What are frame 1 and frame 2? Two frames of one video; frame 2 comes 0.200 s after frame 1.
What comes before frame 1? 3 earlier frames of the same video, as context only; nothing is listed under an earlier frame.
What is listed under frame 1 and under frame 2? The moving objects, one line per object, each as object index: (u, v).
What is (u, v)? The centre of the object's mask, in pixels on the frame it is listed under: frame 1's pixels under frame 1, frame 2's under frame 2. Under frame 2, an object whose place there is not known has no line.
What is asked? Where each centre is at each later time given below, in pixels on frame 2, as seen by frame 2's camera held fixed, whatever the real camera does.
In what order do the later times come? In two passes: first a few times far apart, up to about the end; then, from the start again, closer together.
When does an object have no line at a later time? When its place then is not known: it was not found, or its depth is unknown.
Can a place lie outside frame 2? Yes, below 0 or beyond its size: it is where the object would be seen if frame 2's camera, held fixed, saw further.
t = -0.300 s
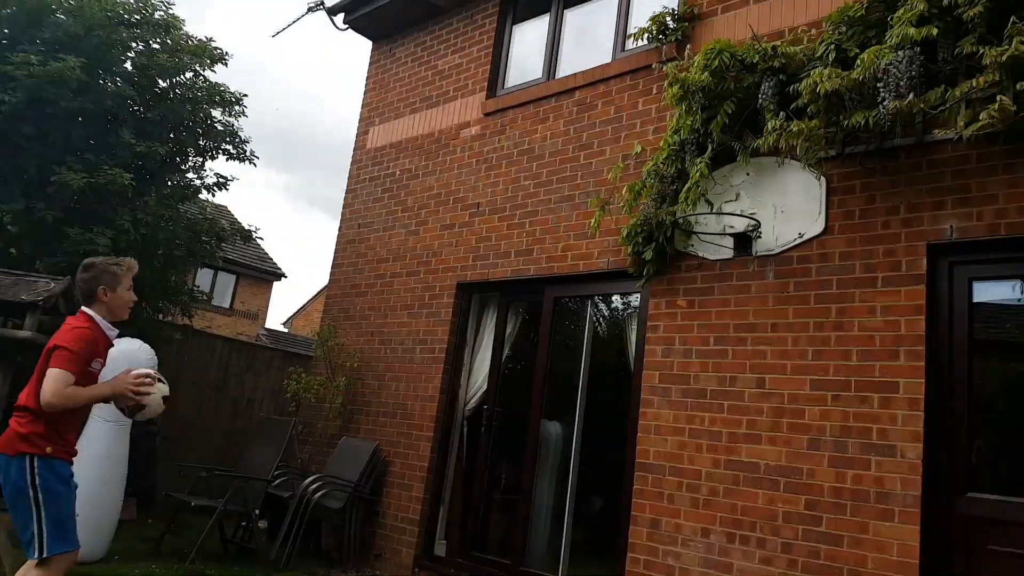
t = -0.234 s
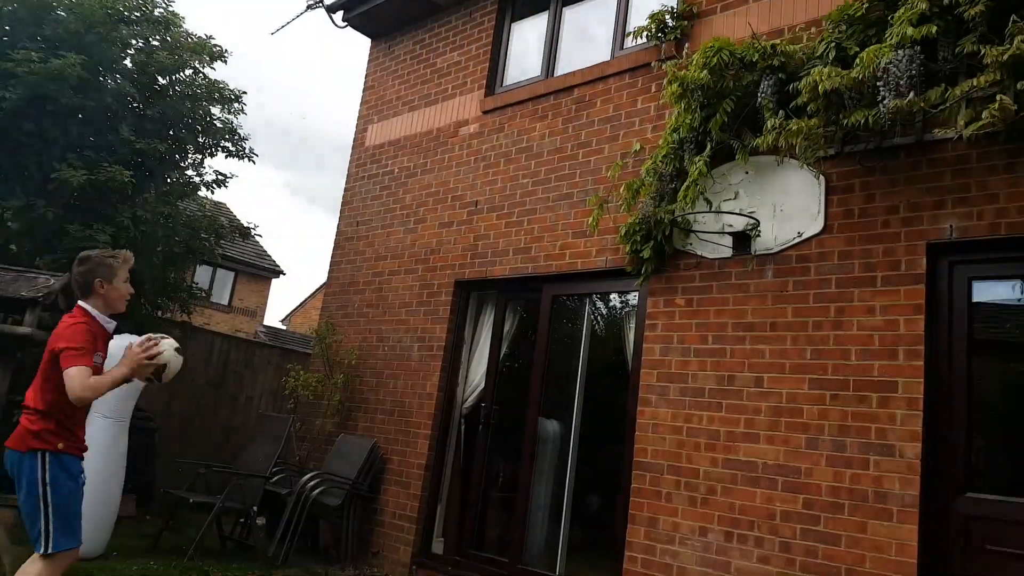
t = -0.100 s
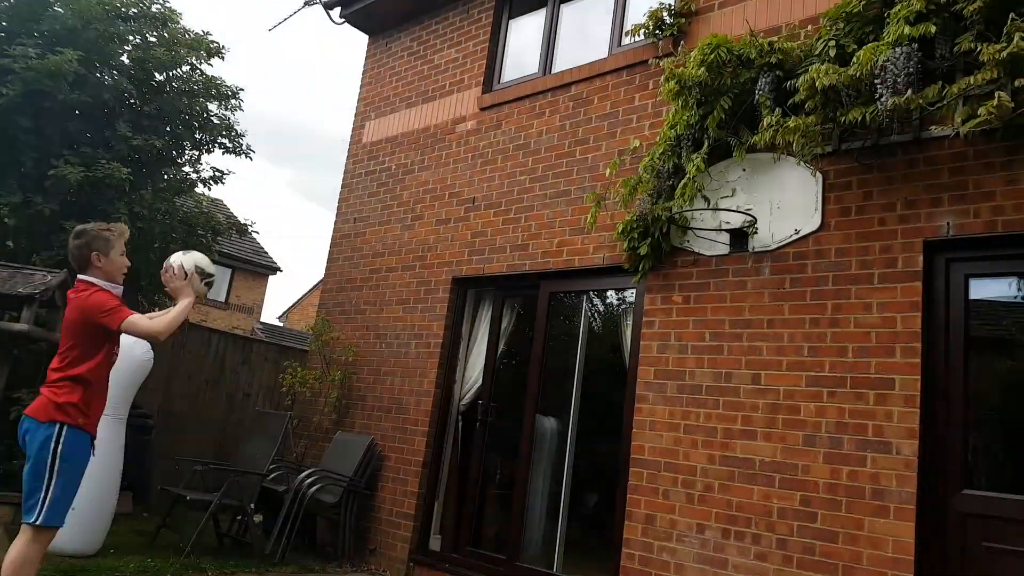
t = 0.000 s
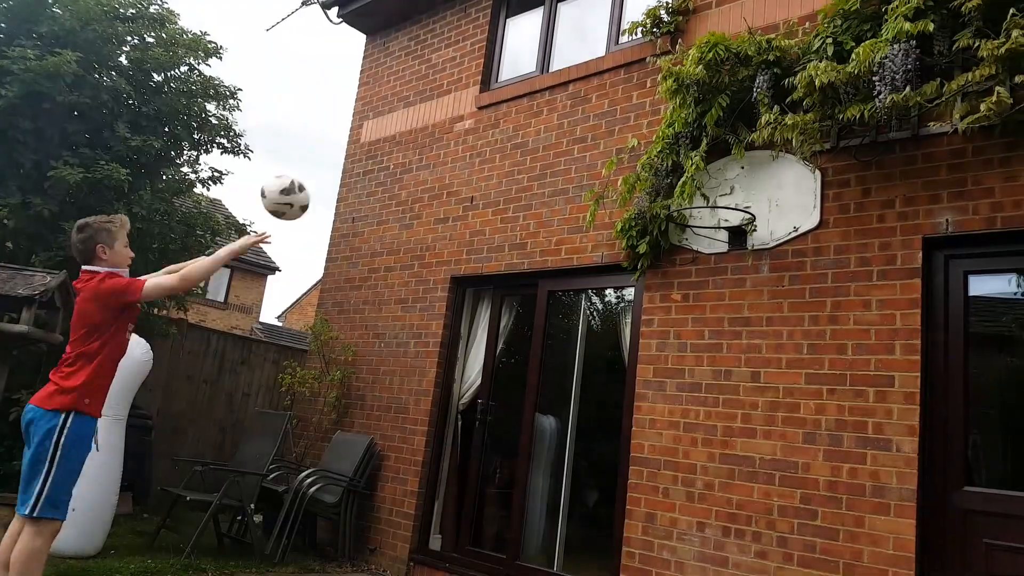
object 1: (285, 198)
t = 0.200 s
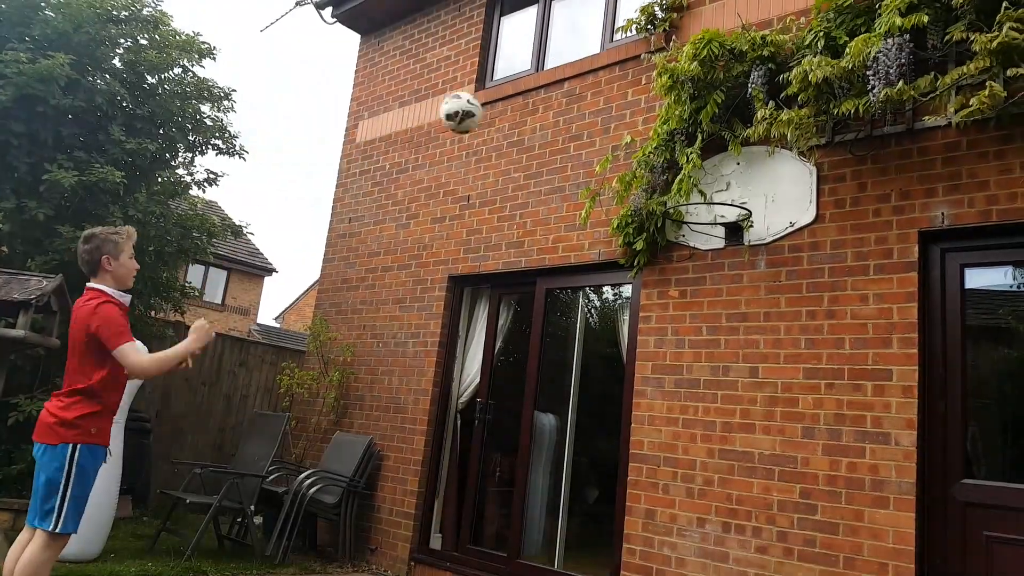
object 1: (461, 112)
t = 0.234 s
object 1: (486, 106)
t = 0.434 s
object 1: (617, 111)
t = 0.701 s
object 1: (733, 194)
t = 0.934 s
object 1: (715, 305)
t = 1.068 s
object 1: (701, 448)
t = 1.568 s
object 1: (653, 490)
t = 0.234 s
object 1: (486, 106)
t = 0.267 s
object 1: (510, 102)
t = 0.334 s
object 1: (555, 101)
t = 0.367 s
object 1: (576, 103)
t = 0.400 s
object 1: (597, 106)
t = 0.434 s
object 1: (617, 111)
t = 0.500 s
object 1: (656, 128)
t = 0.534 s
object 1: (675, 138)
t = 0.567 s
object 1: (691, 147)
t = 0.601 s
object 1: (711, 162)
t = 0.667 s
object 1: (733, 188)
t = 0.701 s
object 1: (733, 194)
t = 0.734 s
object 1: (731, 204)
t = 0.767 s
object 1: (728, 216)
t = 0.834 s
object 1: (723, 241)
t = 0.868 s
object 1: (721, 259)
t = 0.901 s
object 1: (718, 281)
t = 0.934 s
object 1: (715, 305)
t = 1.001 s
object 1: (708, 367)
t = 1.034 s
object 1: (704, 405)
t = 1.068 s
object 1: (701, 448)
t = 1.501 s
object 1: (660, 514)
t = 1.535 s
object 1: (657, 501)
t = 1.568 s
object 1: (653, 490)
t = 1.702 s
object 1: (634, 479)
